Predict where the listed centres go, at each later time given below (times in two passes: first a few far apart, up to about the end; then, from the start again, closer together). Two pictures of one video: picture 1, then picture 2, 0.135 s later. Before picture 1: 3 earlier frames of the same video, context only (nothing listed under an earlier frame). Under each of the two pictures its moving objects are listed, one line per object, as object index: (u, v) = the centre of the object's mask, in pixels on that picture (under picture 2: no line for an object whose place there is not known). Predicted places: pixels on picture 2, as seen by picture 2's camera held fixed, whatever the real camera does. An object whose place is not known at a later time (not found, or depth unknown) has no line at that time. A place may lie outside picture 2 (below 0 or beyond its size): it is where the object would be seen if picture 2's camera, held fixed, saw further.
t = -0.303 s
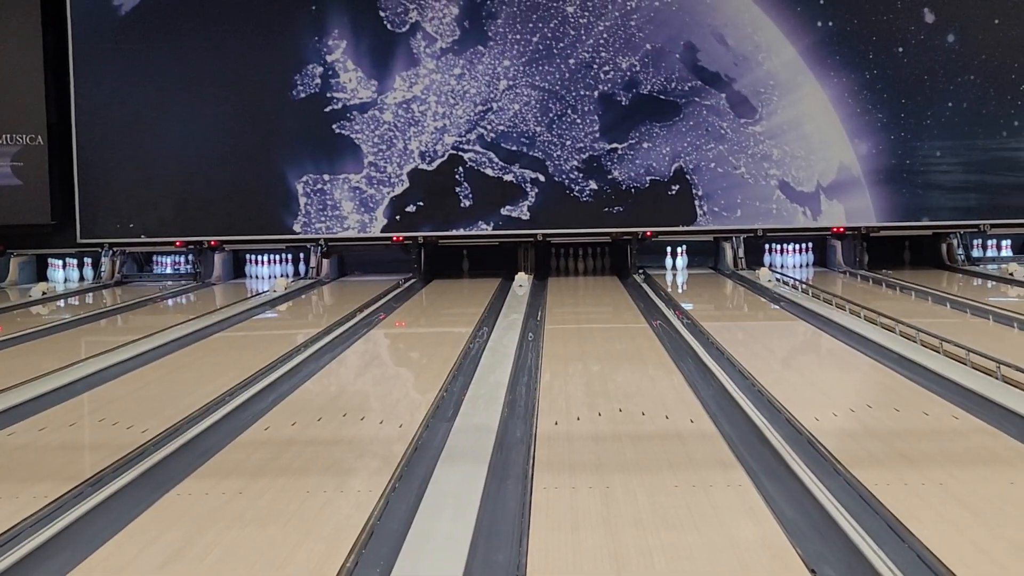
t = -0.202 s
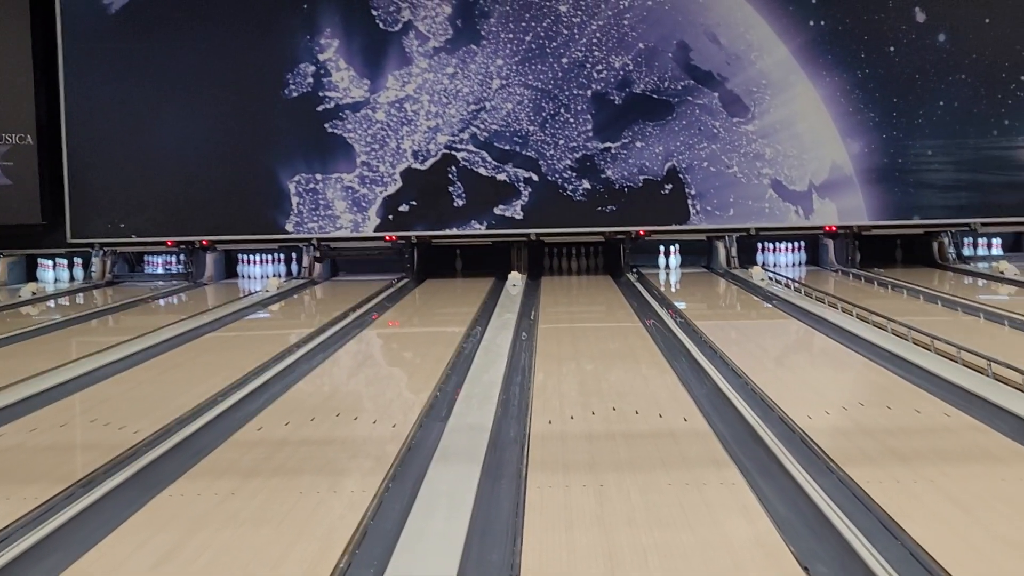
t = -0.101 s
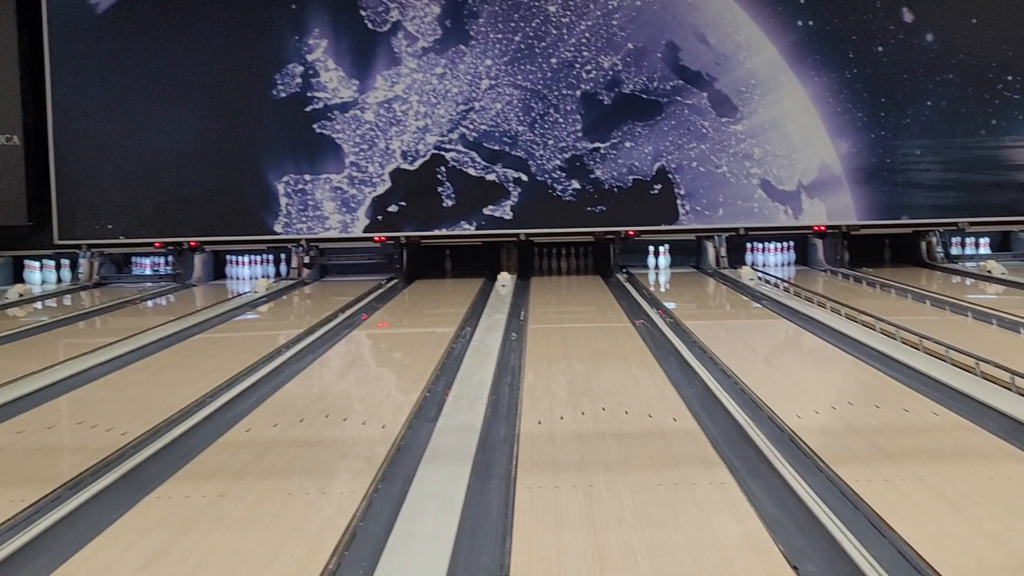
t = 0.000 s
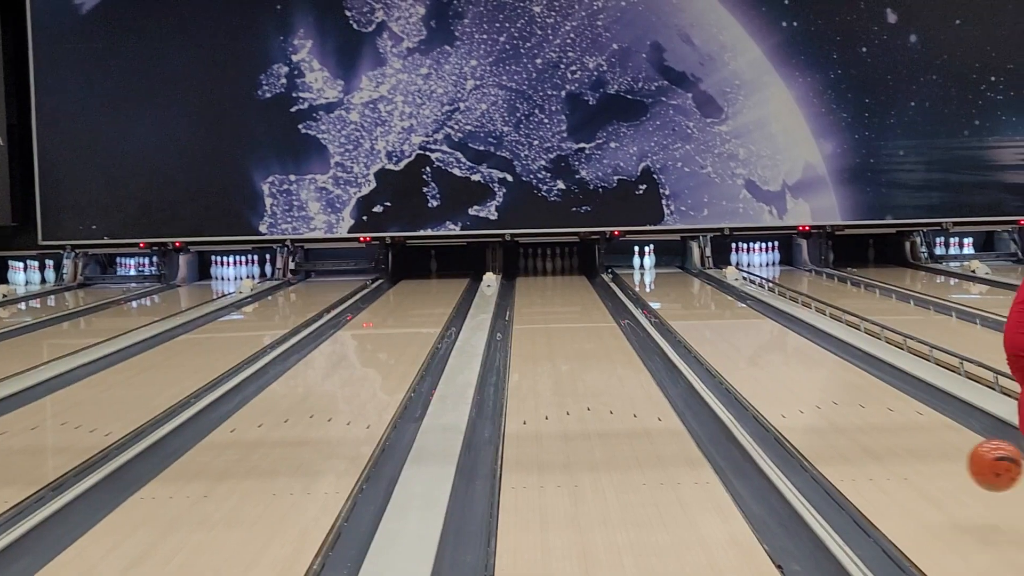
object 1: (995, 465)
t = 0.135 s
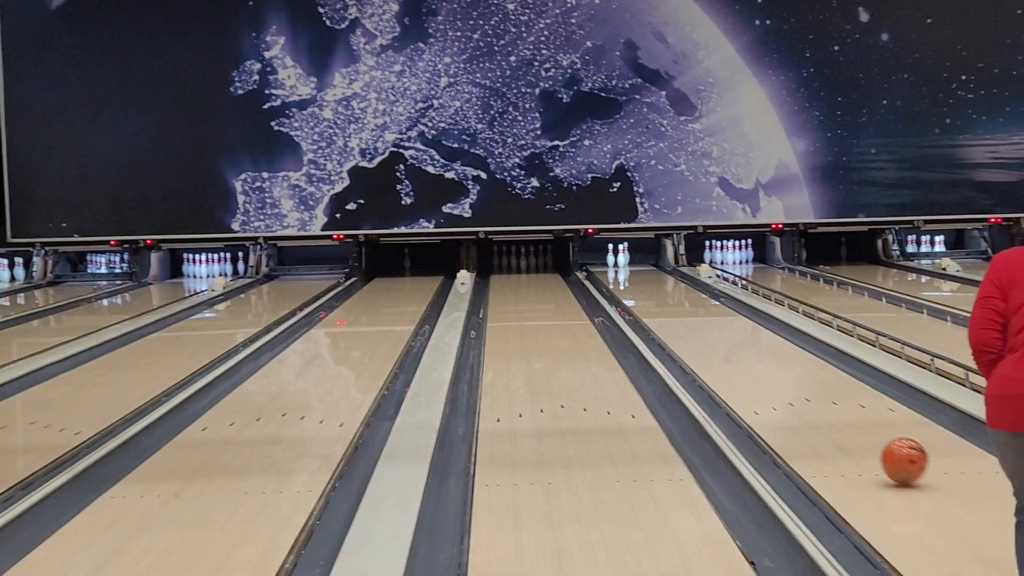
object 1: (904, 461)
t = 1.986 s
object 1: (636, 280)
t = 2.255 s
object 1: (627, 269)
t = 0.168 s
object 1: (892, 451)
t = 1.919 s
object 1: (640, 283)
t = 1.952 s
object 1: (638, 281)
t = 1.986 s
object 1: (636, 280)
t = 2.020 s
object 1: (634, 279)
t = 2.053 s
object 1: (632, 277)
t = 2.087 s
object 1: (630, 275)
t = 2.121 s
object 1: (629, 274)
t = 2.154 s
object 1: (628, 272)
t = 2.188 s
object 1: (627, 271)
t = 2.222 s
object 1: (627, 270)
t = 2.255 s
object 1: (627, 269)
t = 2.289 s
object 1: (625, 269)
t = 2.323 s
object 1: (624, 267)
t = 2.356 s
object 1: (623, 267)
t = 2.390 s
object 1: (622, 266)
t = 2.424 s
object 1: (622, 265)
